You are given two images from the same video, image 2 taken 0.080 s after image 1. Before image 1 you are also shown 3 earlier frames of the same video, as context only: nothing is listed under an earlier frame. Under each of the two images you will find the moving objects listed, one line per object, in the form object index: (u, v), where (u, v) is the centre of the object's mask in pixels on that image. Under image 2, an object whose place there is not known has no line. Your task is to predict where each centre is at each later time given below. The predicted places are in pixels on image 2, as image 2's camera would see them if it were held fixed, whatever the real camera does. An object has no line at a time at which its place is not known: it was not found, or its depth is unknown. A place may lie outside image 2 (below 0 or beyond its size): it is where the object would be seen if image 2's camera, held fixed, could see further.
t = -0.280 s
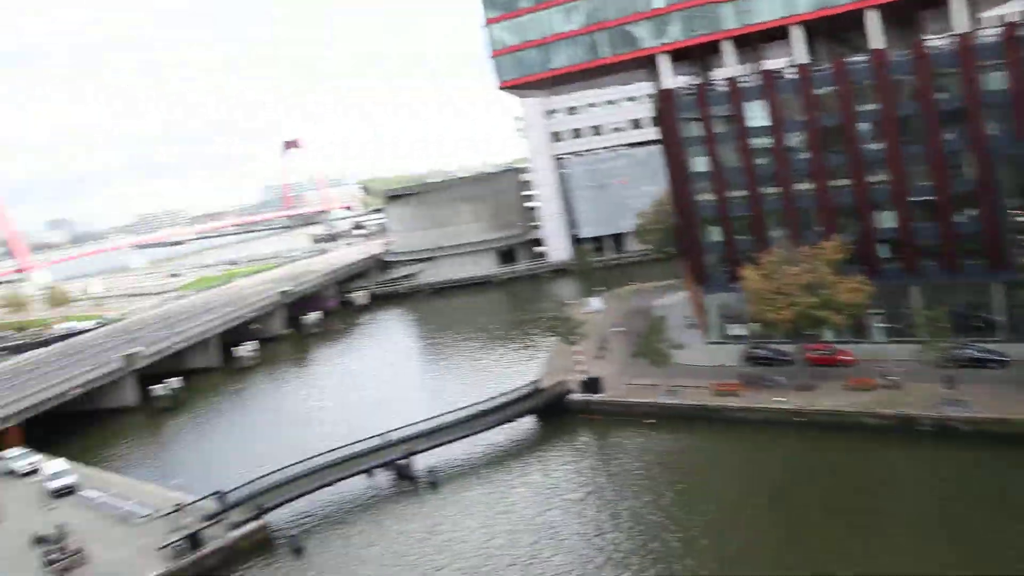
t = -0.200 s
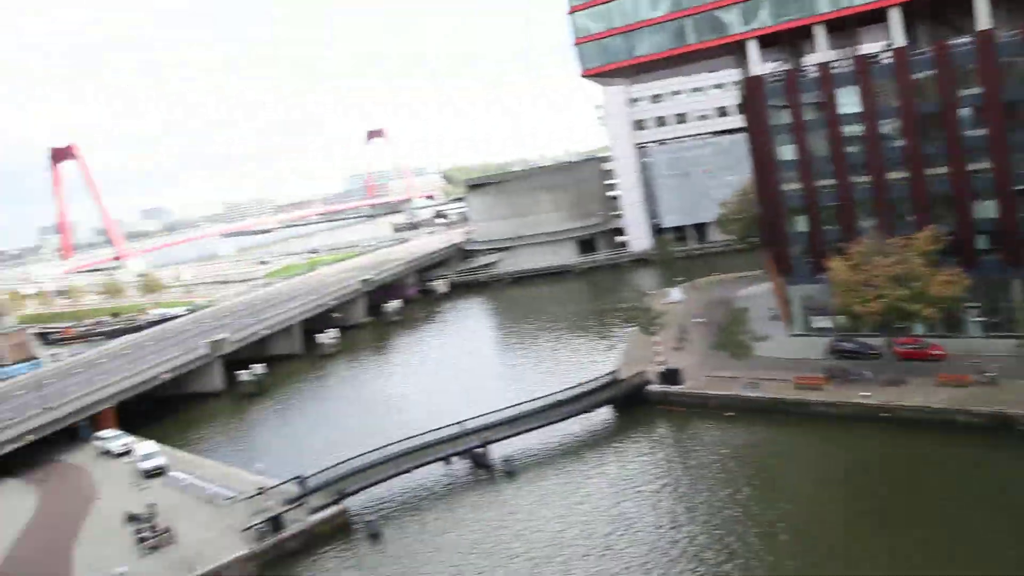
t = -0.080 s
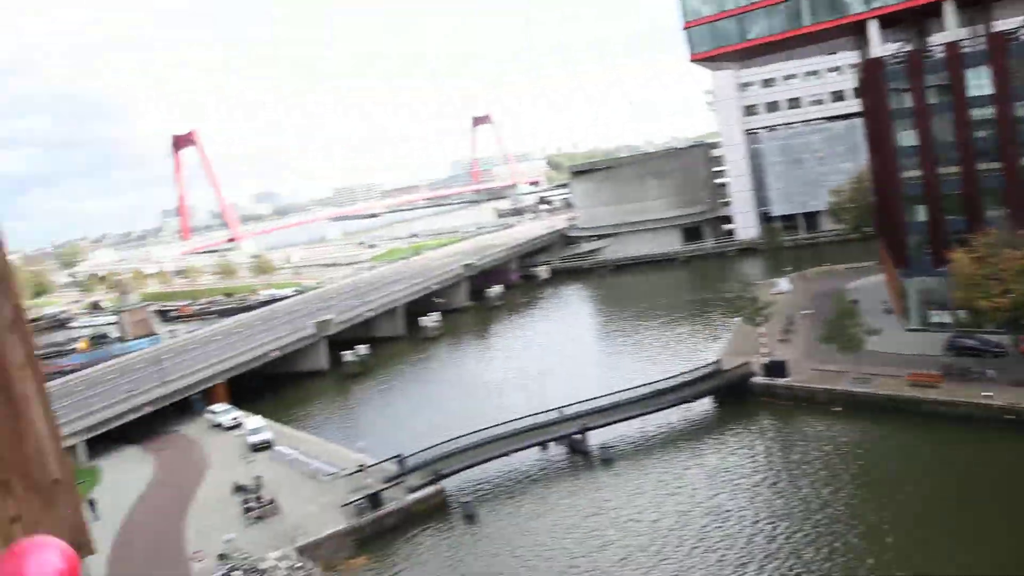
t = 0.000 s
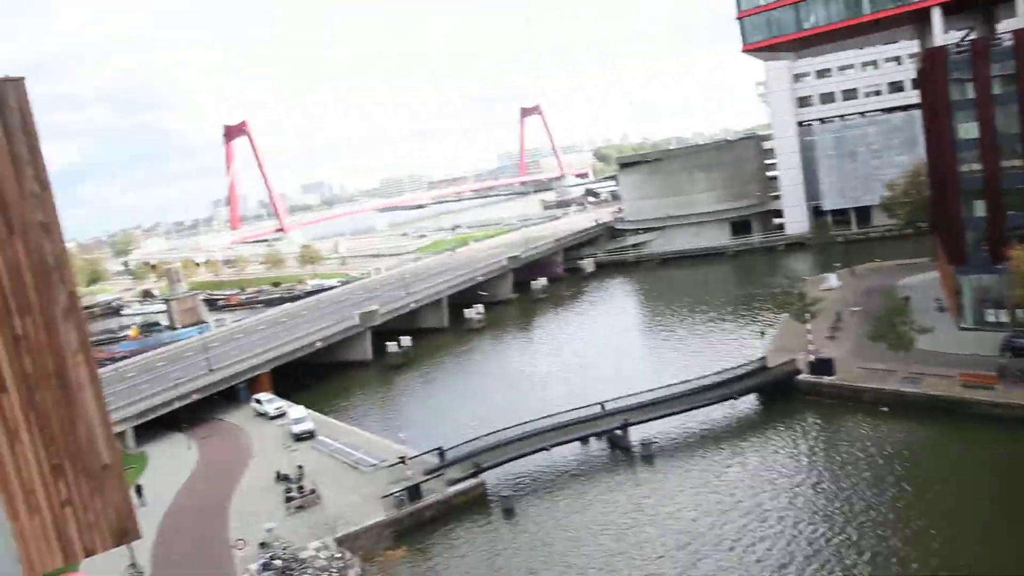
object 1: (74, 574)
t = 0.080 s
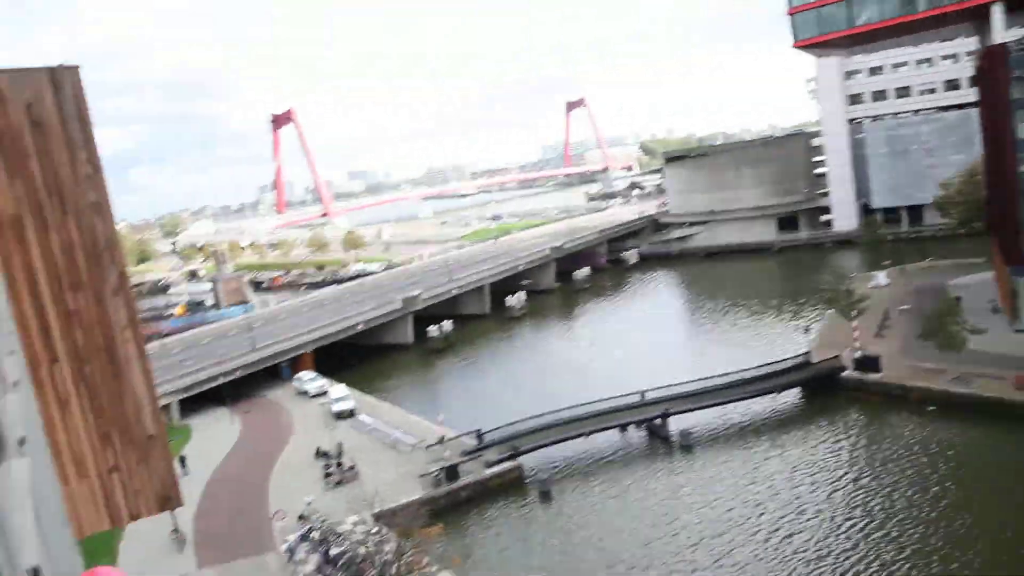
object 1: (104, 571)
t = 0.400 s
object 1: (306, 654)
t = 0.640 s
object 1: (351, 602)
